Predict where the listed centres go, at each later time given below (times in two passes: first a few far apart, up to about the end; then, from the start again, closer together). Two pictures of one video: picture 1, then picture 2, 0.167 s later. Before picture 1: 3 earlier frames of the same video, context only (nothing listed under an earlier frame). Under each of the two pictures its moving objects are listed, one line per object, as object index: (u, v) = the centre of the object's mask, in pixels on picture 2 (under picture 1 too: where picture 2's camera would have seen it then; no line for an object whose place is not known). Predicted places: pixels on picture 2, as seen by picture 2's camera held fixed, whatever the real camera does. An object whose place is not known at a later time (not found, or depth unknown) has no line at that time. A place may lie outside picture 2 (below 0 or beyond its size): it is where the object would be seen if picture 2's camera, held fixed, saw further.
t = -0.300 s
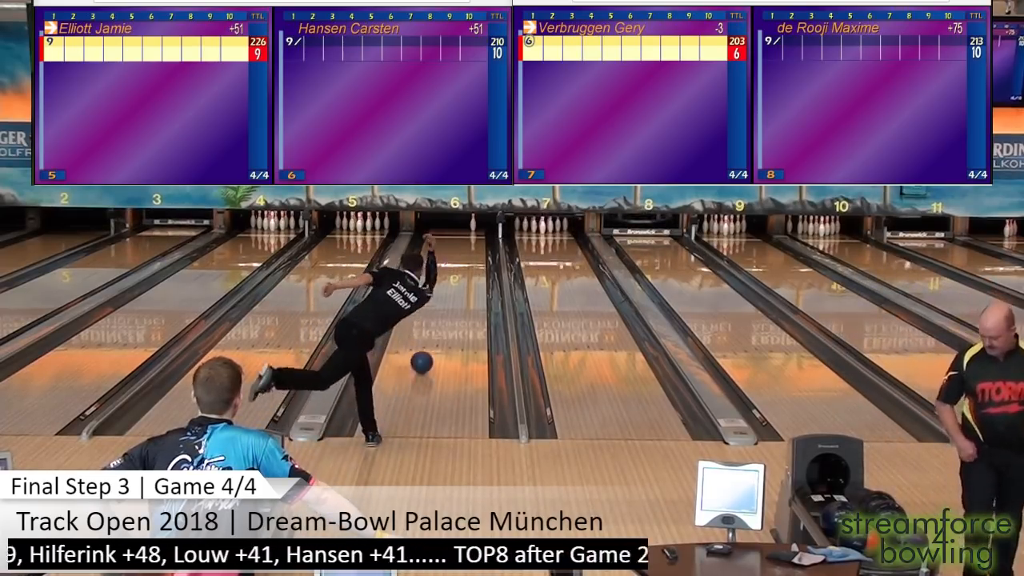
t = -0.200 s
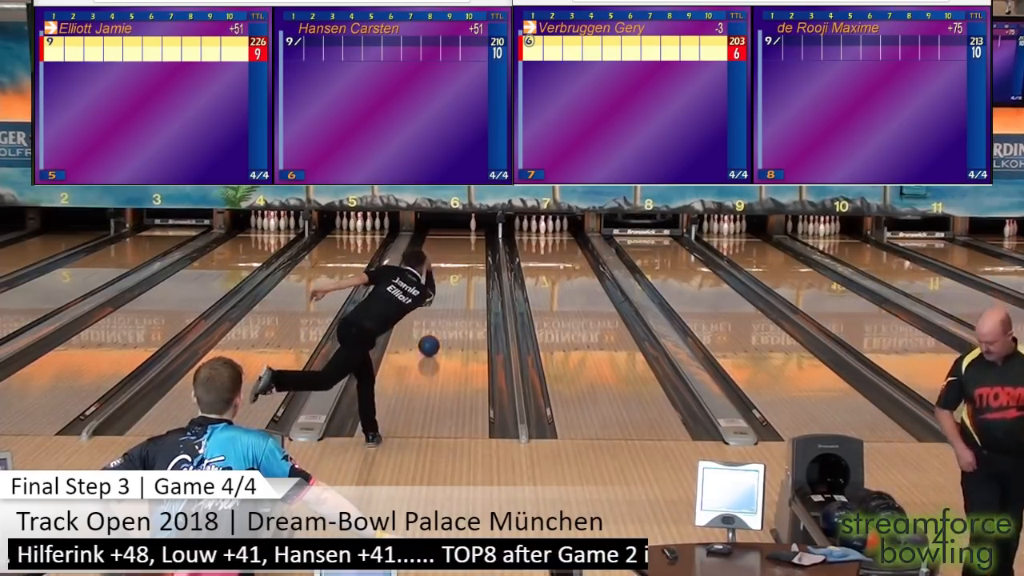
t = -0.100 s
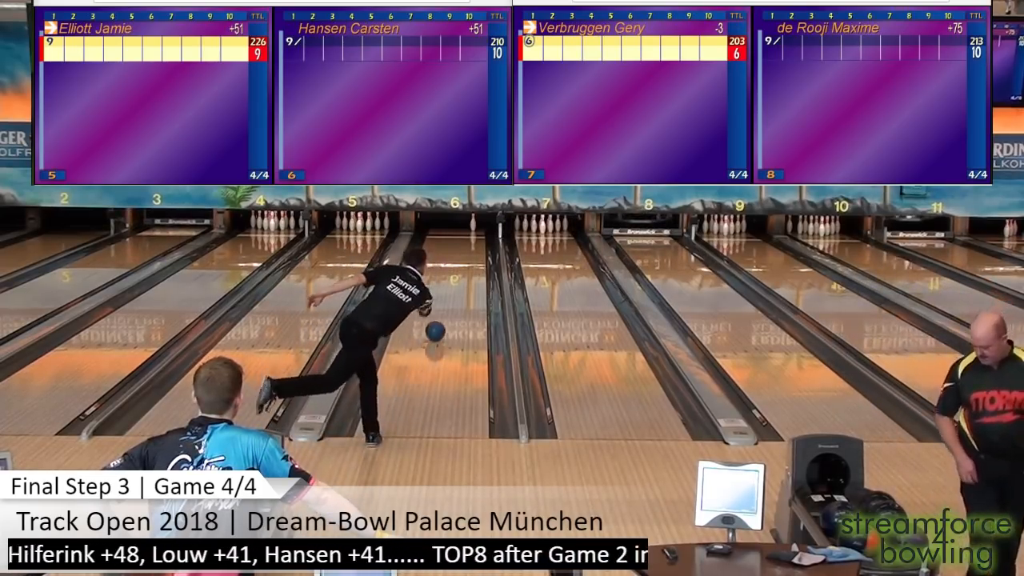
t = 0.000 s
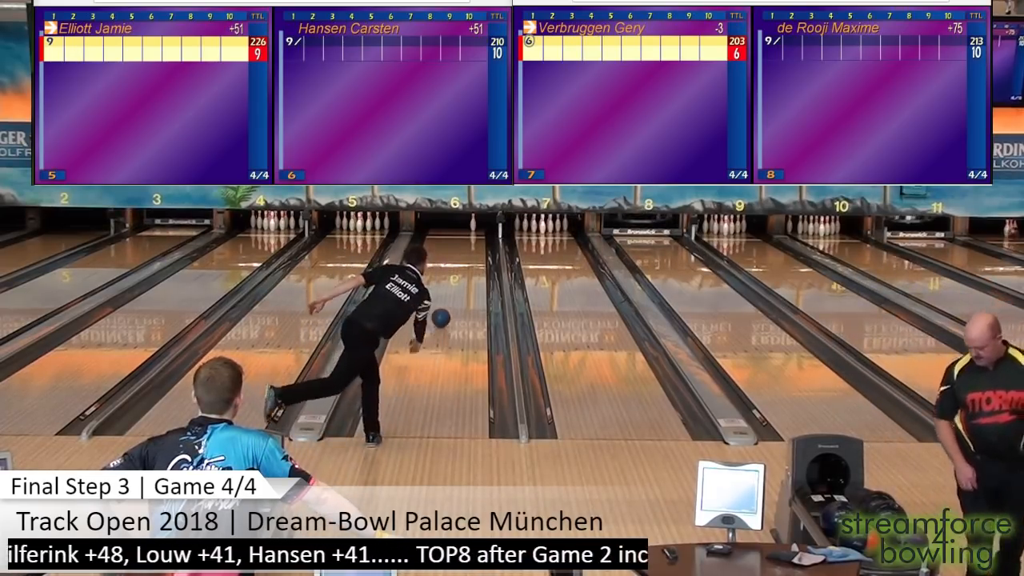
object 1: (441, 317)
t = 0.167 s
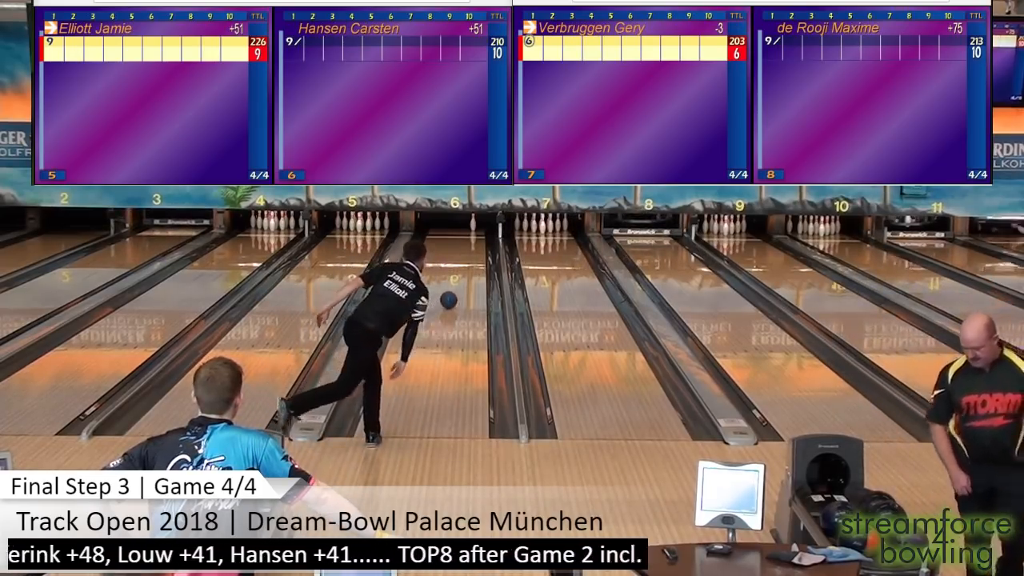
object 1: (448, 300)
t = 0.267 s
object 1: (452, 290)
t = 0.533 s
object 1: (461, 269)
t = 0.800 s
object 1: (468, 250)
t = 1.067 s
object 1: (471, 237)
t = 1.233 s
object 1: (474, 229)
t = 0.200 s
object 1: (450, 296)
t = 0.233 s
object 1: (451, 294)
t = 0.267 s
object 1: (452, 290)
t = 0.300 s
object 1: (454, 286)
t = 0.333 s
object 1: (455, 285)
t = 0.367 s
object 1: (456, 281)
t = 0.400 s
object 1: (457, 278)
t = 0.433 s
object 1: (458, 276)
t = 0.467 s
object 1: (459, 274)
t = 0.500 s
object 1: (461, 270)
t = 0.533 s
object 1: (461, 269)
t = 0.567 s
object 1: (462, 266)
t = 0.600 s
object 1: (464, 263)
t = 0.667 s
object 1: (465, 258)
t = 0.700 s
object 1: (466, 256)
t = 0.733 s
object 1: (467, 253)
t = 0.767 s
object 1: (467, 252)
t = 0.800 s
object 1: (468, 250)
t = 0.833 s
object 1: (468, 249)
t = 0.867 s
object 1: (469, 247)
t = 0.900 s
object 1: (470, 246)
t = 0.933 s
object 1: (470, 245)
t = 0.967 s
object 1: (471, 242)
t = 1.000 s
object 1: (471, 240)
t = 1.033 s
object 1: (471, 239)
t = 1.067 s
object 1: (471, 237)
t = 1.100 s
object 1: (472, 235)
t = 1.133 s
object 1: (472, 235)
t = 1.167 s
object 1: (473, 234)
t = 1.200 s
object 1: (473, 231)
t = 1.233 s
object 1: (474, 229)
